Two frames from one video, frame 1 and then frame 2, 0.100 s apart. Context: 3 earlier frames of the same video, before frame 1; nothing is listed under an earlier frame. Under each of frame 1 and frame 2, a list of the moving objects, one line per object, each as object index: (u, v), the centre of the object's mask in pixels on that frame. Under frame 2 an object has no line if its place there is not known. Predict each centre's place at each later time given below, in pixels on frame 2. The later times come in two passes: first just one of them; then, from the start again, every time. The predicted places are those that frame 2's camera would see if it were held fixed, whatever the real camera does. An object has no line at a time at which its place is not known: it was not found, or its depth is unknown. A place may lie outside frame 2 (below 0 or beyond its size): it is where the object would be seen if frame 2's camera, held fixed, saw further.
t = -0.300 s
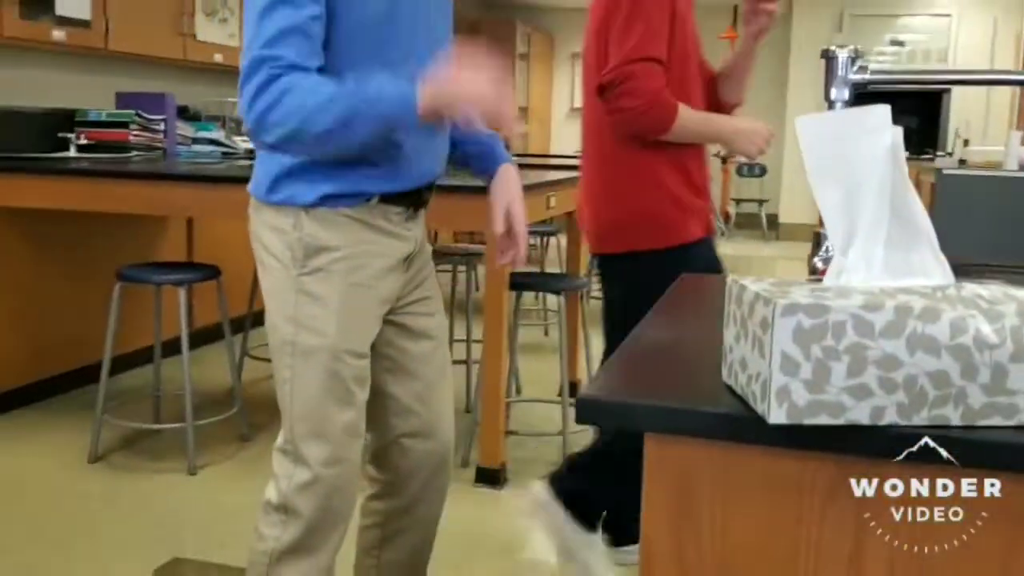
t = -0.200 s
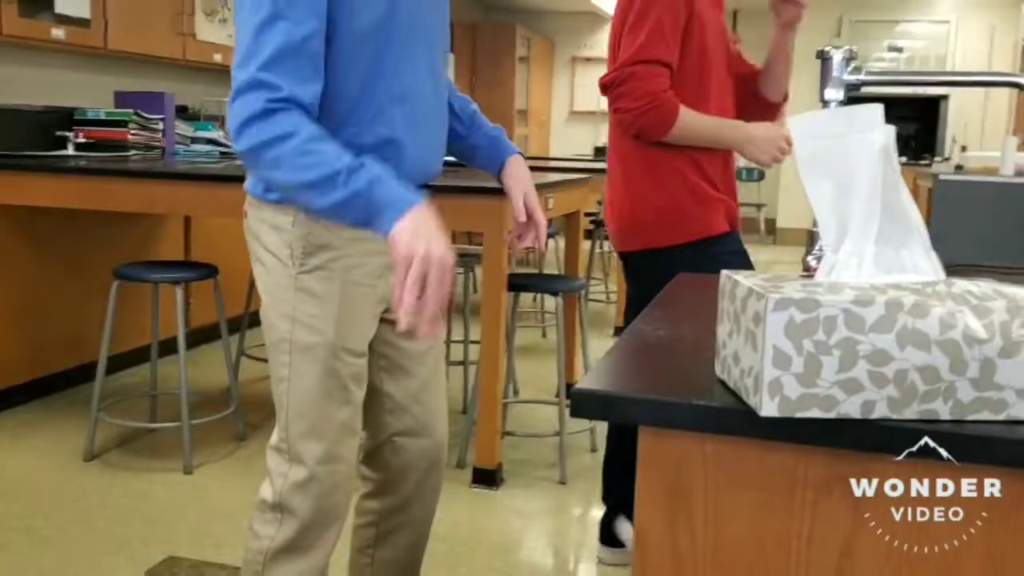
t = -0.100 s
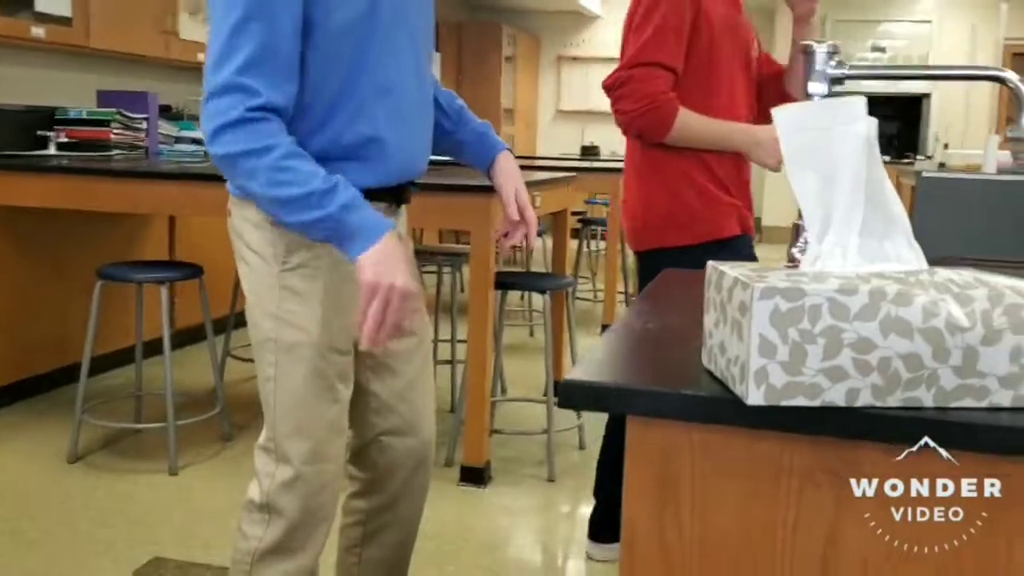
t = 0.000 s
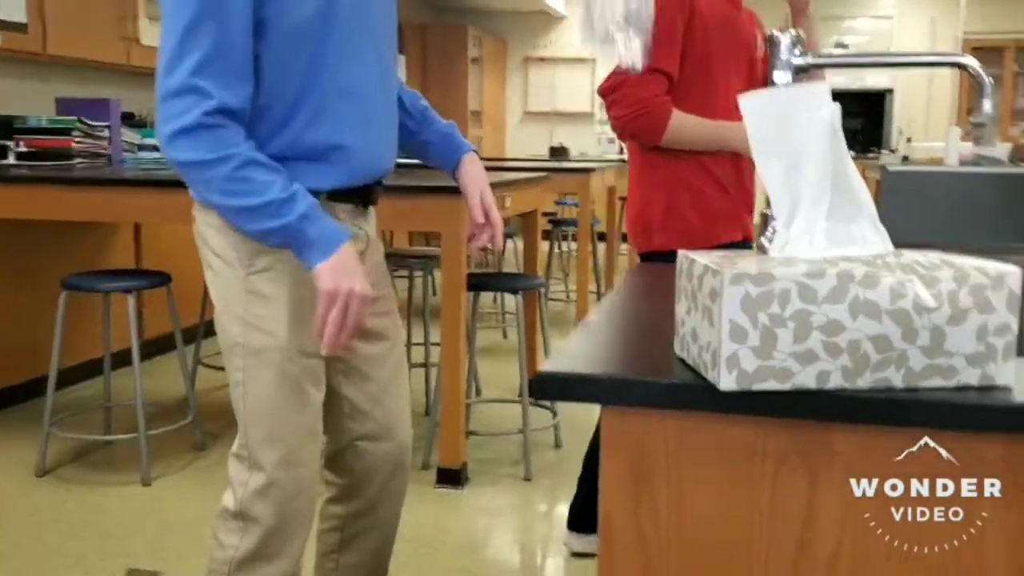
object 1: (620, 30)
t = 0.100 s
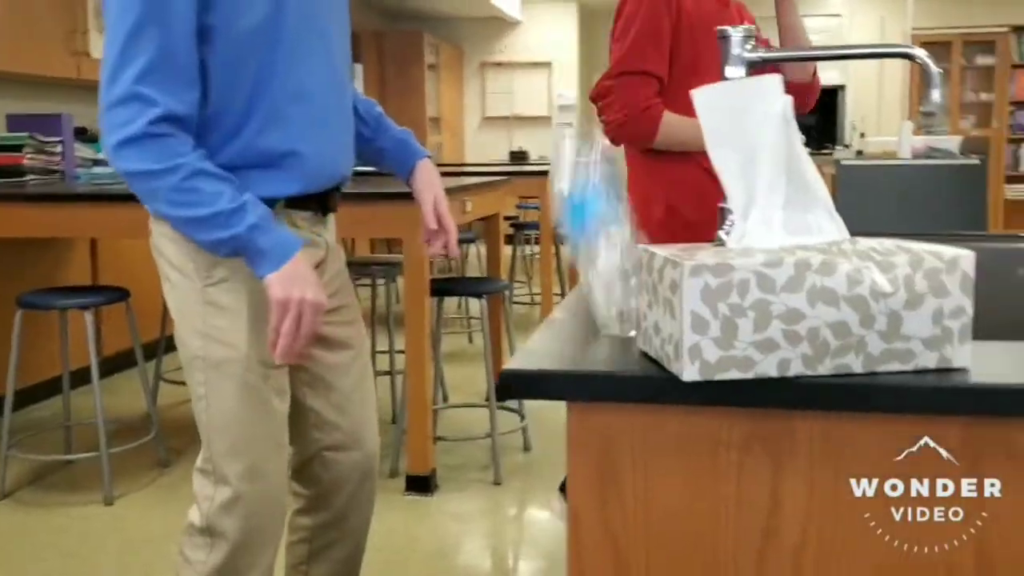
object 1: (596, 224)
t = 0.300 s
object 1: (573, 295)
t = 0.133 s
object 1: (575, 255)
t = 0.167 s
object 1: (578, 295)
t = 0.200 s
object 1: (576, 294)
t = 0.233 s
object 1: (574, 294)
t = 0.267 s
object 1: (573, 294)
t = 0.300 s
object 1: (573, 295)
